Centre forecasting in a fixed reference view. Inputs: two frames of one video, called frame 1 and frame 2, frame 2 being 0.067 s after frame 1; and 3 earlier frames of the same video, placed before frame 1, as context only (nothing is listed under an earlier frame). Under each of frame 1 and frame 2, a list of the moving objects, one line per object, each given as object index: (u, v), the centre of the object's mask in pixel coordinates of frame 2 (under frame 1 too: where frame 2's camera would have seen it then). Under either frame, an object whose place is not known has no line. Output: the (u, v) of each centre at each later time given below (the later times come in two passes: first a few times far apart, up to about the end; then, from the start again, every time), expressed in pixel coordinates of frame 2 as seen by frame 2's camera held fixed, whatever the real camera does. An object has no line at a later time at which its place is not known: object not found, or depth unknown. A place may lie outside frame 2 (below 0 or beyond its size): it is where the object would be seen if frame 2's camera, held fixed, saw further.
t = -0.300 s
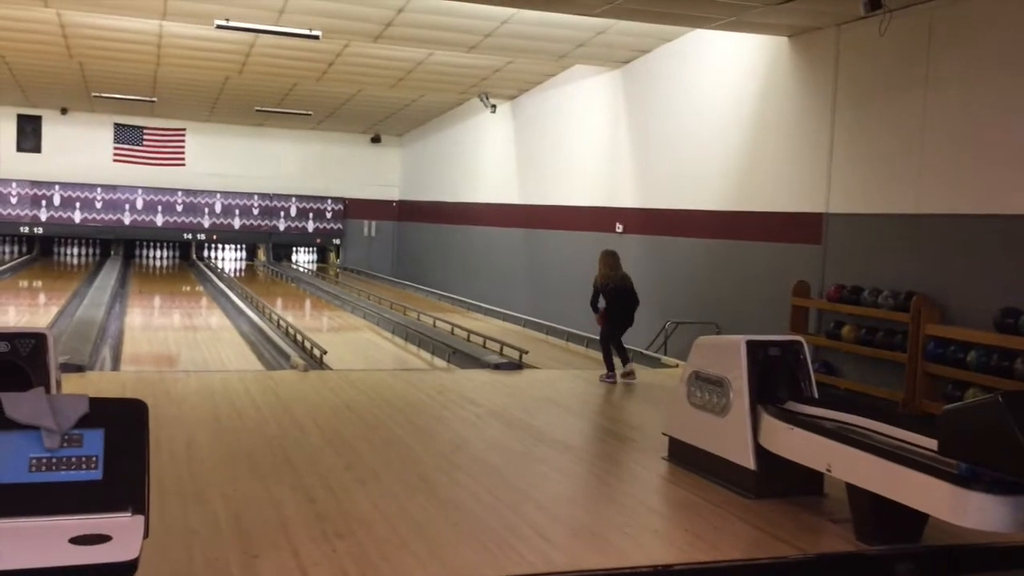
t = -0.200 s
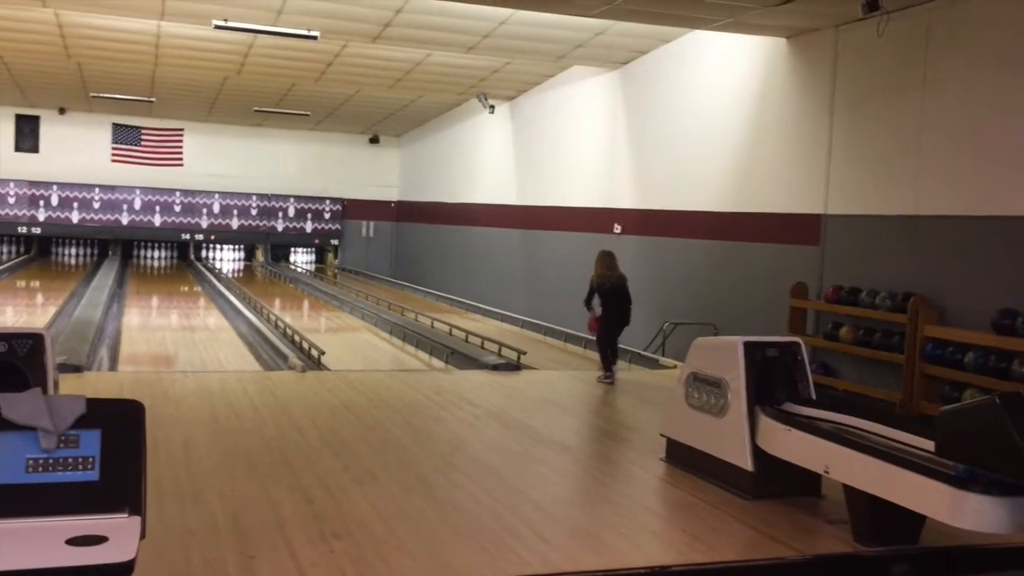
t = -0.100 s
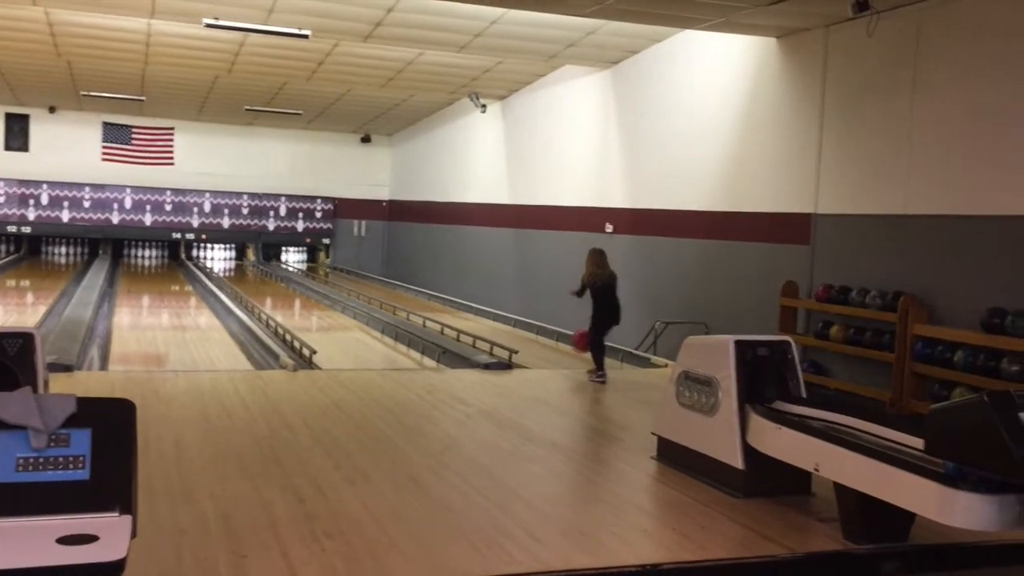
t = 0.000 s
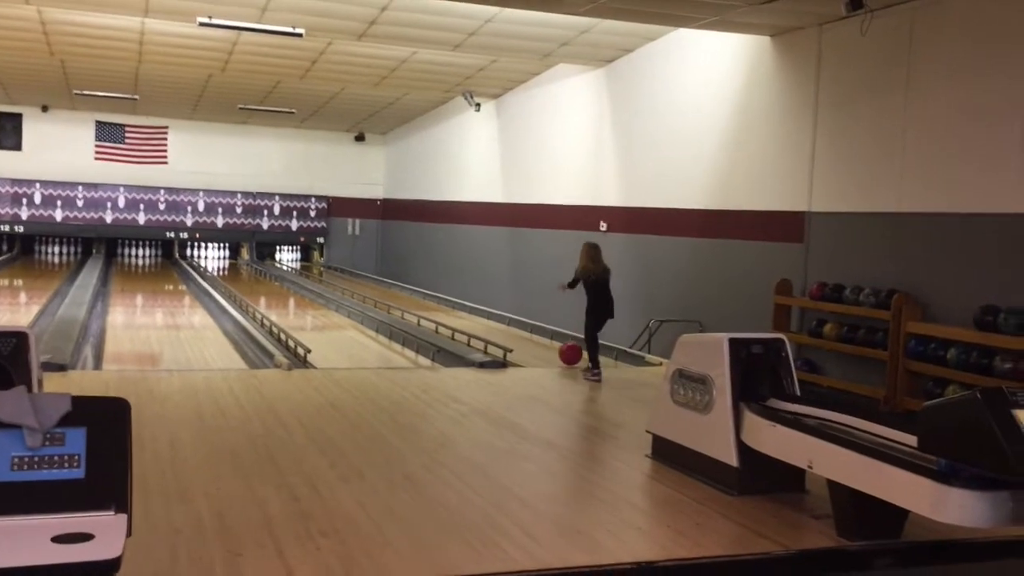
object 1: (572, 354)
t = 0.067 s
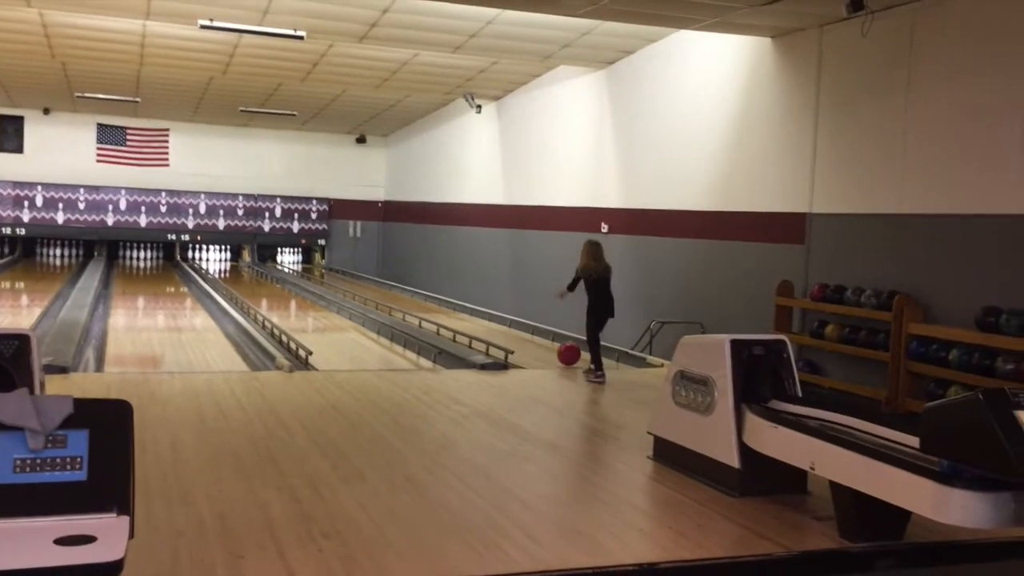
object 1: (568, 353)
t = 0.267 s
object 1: (559, 350)
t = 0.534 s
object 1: (548, 344)
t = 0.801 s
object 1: (537, 339)
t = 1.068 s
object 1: (527, 333)
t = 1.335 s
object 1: (518, 329)
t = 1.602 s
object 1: (509, 324)
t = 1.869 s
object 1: (500, 320)
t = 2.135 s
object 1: (493, 316)
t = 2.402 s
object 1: (481, 313)
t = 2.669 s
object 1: (469, 310)
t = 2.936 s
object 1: (457, 307)
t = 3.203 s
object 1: (446, 304)
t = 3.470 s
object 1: (436, 301)
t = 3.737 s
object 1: (425, 299)
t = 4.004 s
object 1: (415, 296)
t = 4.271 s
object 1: (406, 294)
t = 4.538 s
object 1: (397, 292)
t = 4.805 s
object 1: (388, 290)
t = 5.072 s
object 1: (382, 288)
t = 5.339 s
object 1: (373, 286)
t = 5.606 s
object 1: (367, 284)
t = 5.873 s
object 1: (359, 283)
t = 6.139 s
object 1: (352, 281)
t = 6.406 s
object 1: (346, 280)
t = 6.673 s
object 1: (340, 278)
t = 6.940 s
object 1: (335, 277)
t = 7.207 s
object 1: (328, 276)
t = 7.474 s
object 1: (324, 274)
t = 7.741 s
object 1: (319, 273)
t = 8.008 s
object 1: (314, 272)
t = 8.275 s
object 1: (309, 271)
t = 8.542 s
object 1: (302, 270)
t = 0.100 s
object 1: (567, 353)
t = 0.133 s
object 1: (565, 353)
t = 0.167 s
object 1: (563, 353)
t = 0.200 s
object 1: (562, 351)
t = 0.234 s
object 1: (561, 351)
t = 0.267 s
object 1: (559, 350)
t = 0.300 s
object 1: (558, 349)
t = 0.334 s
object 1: (556, 349)
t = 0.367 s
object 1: (554, 348)
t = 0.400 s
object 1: (553, 346)
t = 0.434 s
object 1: (551, 346)
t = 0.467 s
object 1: (550, 346)
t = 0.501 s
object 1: (549, 345)
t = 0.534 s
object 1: (548, 344)
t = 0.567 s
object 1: (546, 343)
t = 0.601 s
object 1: (545, 342)
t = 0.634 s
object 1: (543, 342)
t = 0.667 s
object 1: (542, 342)
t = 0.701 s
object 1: (541, 341)
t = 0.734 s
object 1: (539, 340)
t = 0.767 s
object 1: (538, 340)
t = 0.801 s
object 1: (537, 339)
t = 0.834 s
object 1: (536, 338)
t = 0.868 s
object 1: (534, 337)
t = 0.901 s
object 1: (533, 337)
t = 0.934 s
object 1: (532, 336)
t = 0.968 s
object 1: (531, 335)
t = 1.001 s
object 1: (529, 335)
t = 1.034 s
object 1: (528, 334)
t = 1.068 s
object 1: (527, 333)
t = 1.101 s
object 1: (526, 333)
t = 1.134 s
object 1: (524, 333)
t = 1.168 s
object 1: (523, 332)
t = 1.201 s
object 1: (522, 331)
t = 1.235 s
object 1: (521, 331)
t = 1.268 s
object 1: (519, 330)
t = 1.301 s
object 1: (518, 329)
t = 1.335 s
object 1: (518, 329)
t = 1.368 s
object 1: (516, 328)
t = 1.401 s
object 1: (515, 327)
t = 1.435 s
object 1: (514, 327)
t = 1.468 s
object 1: (513, 326)
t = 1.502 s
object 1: (512, 326)
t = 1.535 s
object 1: (511, 325)
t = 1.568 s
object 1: (510, 325)
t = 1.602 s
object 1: (509, 324)
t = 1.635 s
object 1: (507, 323)
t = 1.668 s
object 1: (507, 323)
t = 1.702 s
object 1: (505, 322)
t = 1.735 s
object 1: (504, 322)
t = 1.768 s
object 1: (503, 321)
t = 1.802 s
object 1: (502, 321)
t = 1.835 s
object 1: (501, 320)
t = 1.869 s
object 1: (500, 320)
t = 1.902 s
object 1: (499, 319)
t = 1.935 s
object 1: (498, 319)
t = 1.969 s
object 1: (497, 318)
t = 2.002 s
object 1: (497, 318)
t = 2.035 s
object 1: (496, 317)
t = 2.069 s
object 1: (495, 317)
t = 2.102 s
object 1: (494, 317)
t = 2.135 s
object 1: (493, 316)
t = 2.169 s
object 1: (492, 316)
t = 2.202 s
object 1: (491, 315)
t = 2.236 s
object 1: (490, 315)
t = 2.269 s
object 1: (488, 315)
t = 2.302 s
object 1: (487, 314)
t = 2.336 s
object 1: (485, 314)
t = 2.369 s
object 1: (483, 313)
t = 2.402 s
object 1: (481, 313)
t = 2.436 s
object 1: (480, 313)
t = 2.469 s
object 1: (478, 312)
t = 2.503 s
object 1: (476, 312)
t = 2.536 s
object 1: (475, 311)
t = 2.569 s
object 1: (473, 311)
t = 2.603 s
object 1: (472, 311)
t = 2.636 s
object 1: (470, 310)
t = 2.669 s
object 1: (469, 310)
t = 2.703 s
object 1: (467, 310)
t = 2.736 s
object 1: (466, 309)
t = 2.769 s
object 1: (464, 309)
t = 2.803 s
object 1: (463, 308)
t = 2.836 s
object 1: (461, 308)
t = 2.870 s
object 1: (460, 307)
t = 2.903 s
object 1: (458, 307)
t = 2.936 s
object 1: (457, 307)
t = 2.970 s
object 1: (456, 306)
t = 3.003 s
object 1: (454, 306)
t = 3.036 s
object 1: (452, 306)
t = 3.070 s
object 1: (451, 305)
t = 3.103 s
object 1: (450, 305)
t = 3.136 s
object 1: (448, 305)
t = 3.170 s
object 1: (447, 305)
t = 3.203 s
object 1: (446, 304)
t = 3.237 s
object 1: (444, 303)
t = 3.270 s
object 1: (443, 303)
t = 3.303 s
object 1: (442, 303)
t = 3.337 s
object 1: (440, 302)
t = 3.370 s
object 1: (439, 302)
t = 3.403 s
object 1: (438, 302)
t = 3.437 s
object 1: (437, 301)
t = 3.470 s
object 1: (436, 301)
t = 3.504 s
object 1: (434, 301)
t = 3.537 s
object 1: (432, 301)
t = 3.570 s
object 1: (431, 300)
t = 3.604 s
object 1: (429, 300)
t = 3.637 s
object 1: (428, 300)
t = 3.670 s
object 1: (427, 299)
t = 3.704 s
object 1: (426, 299)
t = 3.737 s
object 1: (425, 299)
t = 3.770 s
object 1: (423, 298)
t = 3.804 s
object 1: (422, 298)
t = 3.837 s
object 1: (420, 298)
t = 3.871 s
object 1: (420, 297)
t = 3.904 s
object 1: (419, 297)
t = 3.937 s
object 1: (418, 297)
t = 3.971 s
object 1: (416, 297)
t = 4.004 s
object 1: (415, 296)
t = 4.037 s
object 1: (414, 296)
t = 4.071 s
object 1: (413, 296)
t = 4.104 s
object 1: (411, 295)
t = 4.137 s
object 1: (410, 295)
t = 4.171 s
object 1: (410, 295)
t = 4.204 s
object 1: (408, 295)
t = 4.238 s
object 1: (407, 294)
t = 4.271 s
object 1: (406, 294)
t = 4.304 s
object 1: (404, 294)
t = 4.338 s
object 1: (403, 294)
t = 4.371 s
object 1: (402, 293)
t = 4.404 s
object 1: (401, 293)
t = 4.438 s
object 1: (400, 293)
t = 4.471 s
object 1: (399, 293)
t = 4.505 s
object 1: (398, 292)
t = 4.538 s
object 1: (397, 292)
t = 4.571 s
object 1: (396, 292)
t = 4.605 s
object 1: (395, 292)
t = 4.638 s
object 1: (394, 291)
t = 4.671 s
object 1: (392, 291)
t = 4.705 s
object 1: (392, 291)
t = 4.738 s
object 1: (391, 290)
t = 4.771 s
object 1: (390, 290)
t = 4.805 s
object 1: (388, 290)
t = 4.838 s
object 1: (388, 290)
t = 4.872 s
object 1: (386, 289)
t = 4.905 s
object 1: (385, 289)
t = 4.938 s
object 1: (385, 289)
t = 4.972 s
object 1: (384, 289)
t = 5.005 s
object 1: (383, 288)
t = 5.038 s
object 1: (382, 288)
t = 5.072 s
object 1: (382, 288)
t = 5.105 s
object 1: (380, 288)
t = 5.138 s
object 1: (380, 288)
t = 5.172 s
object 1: (378, 287)
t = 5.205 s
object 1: (377, 287)
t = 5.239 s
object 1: (377, 287)
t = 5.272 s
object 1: (375, 287)
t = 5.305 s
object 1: (375, 287)
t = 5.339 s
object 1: (373, 286)
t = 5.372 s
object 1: (374, 286)
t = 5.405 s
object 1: (372, 286)
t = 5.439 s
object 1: (371, 285)
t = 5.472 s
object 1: (370, 285)
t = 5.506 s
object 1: (369, 285)
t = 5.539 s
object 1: (368, 285)
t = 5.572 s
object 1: (367, 285)
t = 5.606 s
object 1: (367, 284)
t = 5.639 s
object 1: (365, 284)
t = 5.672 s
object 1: (365, 284)
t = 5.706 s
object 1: (364, 284)
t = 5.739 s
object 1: (363, 284)
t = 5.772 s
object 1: (362, 283)
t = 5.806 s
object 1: (361, 283)
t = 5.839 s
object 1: (360, 283)
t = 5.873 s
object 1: (359, 283)
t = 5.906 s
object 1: (358, 283)
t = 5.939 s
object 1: (357, 282)
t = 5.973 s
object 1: (356, 282)
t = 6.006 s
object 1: (355, 282)
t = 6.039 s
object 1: (354, 282)
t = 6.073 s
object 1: (354, 281)
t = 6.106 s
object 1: (352, 281)
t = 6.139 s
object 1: (352, 281)
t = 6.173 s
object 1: (351, 281)
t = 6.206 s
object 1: (351, 281)
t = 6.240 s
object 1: (350, 281)
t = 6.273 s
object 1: (351, 281)
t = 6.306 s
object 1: (349, 281)
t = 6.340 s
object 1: (348, 280)
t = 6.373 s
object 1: (347, 280)
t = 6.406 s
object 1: (346, 280)
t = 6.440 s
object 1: (345, 280)
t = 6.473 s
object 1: (345, 279)
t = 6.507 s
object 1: (344, 279)
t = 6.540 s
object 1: (343, 279)
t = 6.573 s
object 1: (342, 279)
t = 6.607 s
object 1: (341, 279)
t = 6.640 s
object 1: (341, 278)
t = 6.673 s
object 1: (340, 278)
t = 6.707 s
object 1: (340, 278)
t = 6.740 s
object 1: (339, 278)
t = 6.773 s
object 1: (338, 278)
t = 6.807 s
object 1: (338, 278)
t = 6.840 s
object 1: (337, 278)
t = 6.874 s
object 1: (336, 277)
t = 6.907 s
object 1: (335, 277)
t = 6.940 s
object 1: (335, 277)
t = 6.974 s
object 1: (334, 277)
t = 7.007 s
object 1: (334, 277)
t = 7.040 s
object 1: (332, 277)
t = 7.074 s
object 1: (332, 277)
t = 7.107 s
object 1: (332, 276)
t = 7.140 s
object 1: (330, 276)
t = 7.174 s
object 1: (329, 276)
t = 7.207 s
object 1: (328, 276)
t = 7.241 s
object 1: (328, 275)
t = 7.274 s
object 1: (328, 275)
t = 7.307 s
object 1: (327, 275)
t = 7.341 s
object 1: (326, 275)
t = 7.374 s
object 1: (325, 275)
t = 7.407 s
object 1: (325, 275)
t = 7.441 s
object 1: (324, 274)
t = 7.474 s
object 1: (324, 274)
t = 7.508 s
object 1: (323, 274)
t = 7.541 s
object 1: (323, 274)
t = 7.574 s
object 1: (321, 274)
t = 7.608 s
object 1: (320, 274)
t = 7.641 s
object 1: (319, 274)
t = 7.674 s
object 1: (319, 273)
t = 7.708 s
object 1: (319, 273)
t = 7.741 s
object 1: (319, 273)
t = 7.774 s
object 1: (318, 273)
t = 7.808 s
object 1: (318, 273)
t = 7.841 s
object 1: (317, 273)
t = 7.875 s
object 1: (316, 273)
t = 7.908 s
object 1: (316, 273)
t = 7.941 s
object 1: (316, 272)
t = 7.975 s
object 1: (315, 272)
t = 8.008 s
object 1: (314, 272)
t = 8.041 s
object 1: (315, 272)
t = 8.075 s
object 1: (315, 272)
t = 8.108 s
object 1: (315, 272)
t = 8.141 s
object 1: (314, 272)
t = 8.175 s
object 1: (310, 271)
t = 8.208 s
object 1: (310, 271)
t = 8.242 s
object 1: (309, 272)
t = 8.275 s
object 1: (309, 271)
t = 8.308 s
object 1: (308, 271)
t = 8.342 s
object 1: (307, 270)
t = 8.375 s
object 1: (307, 270)
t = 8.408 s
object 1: (306, 270)
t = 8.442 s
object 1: (306, 270)
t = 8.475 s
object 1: (303, 270)
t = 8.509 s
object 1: (303, 271)
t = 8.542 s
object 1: (302, 270)
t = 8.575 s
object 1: (301, 270)
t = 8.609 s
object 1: (301, 270)
